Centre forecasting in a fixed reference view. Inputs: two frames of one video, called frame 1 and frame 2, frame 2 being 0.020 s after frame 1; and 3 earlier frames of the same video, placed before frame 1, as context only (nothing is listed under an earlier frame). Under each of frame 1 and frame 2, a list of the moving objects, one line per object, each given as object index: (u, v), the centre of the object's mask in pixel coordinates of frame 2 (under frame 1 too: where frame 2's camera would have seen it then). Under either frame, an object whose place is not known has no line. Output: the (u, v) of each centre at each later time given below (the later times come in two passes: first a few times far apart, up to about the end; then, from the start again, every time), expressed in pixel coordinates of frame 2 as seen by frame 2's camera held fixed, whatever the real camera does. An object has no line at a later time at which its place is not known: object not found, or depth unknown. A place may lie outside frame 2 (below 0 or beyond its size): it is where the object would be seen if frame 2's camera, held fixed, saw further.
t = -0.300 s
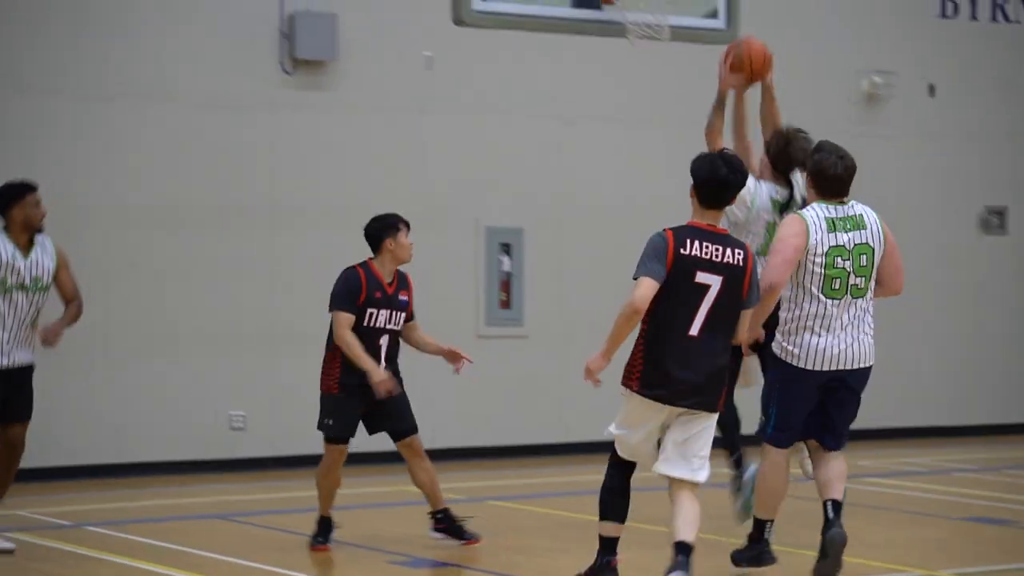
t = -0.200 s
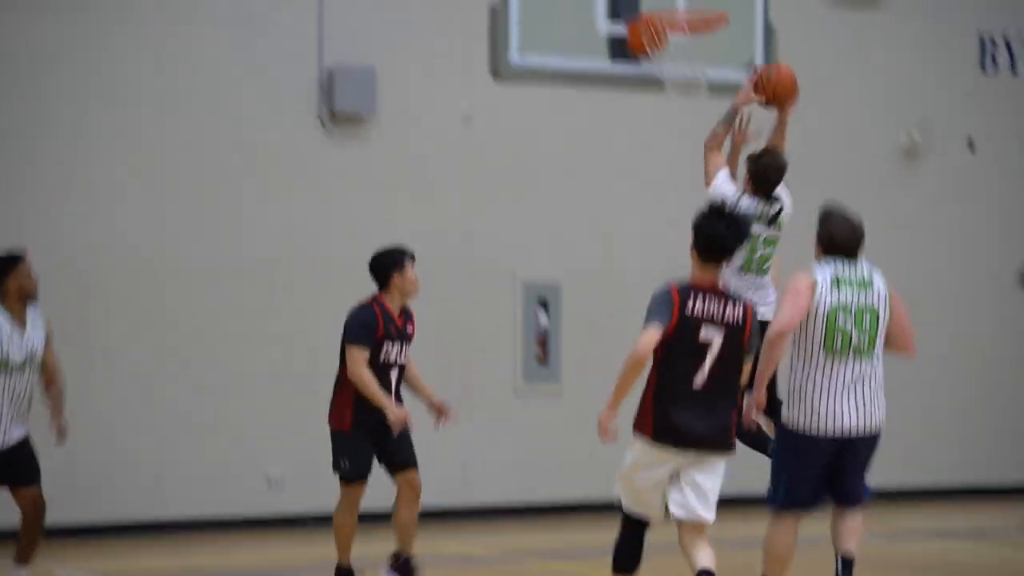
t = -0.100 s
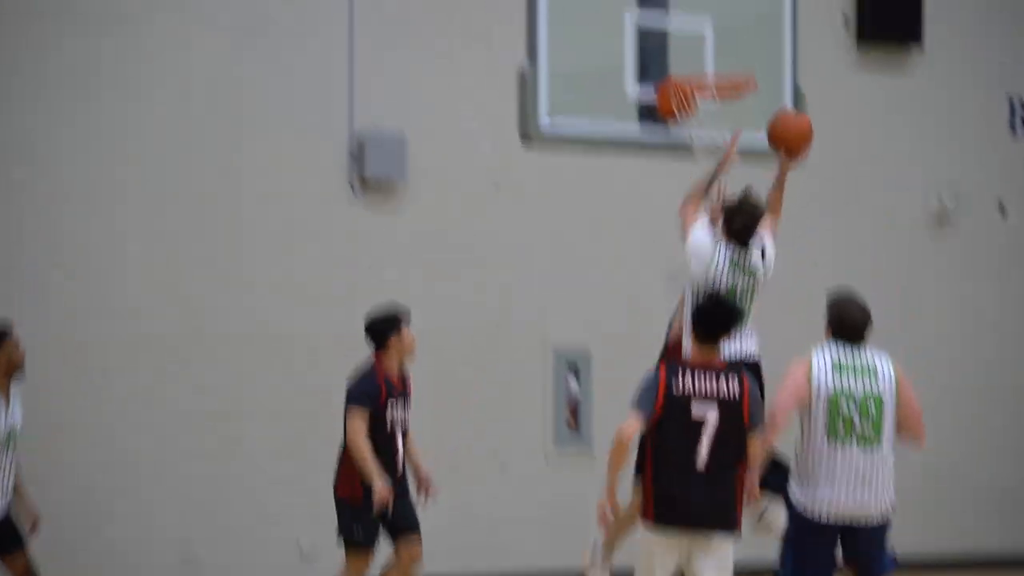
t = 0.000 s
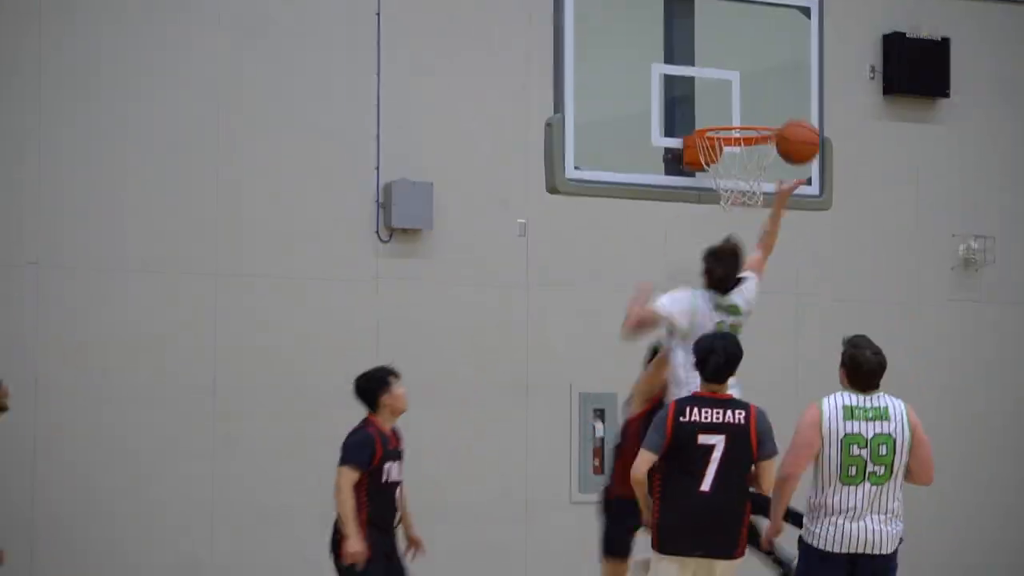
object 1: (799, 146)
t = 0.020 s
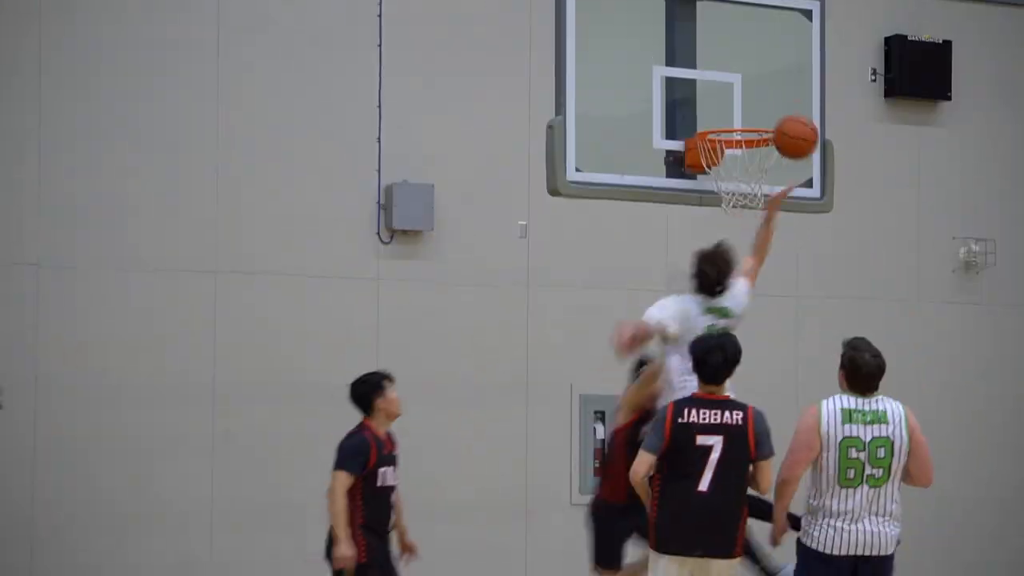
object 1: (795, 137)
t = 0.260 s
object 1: (750, 99)
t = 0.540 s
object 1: (737, 97)
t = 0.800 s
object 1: (743, 100)
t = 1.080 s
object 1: (742, 158)
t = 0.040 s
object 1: (791, 129)
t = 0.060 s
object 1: (788, 122)
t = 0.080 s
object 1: (784, 116)
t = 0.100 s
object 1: (780, 112)
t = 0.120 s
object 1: (776, 108)
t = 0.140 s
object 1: (772, 105)
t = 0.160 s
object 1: (769, 102)
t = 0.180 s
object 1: (765, 101)
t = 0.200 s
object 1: (761, 100)
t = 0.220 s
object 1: (758, 99)
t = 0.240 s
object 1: (754, 98)
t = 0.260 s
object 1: (750, 99)
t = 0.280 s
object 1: (747, 101)
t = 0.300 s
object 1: (743, 105)
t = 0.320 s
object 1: (740, 107)
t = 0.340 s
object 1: (737, 108)
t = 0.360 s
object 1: (732, 112)
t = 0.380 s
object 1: (730, 114)
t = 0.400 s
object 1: (730, 112)
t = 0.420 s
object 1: (731, 109)
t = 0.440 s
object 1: (732, 106)
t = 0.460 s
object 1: (731, 103)
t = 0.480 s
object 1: (733, 100)
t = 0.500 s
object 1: (734, 98)
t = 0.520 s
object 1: (736, 97)
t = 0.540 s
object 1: (737, 97)
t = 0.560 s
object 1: (737, 97)
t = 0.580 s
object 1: (737, 97)
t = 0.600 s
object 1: (740, 98)
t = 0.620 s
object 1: (740, 100)
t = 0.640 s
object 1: (741, 103)
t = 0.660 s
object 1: (742, 106)
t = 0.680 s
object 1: (742, 108)
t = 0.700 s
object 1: (743, 107)
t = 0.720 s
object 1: (743, 106)
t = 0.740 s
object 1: (743, 103)
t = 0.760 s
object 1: (743, 102)
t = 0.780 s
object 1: (743, 101)
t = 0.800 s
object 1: (743, 100)
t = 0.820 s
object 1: (743, 102)
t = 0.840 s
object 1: (743, 104)
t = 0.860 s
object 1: (743, 106)
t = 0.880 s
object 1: (743, 108)
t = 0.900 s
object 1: (743, 111)
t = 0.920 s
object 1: (743, 113)
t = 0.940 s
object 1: (743, 123)
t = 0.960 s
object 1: (743, 125)
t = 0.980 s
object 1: (743, 128)
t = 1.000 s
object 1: (743, 132)
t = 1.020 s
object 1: (743, 137)
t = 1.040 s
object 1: (743, 146)
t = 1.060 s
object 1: (742, 150)
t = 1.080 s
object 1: (742, 158)
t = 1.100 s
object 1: (742, 165)
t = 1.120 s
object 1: (741, 174)
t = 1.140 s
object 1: (741, 184)
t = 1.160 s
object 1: (742, 192)
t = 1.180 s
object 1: (743, 212)
